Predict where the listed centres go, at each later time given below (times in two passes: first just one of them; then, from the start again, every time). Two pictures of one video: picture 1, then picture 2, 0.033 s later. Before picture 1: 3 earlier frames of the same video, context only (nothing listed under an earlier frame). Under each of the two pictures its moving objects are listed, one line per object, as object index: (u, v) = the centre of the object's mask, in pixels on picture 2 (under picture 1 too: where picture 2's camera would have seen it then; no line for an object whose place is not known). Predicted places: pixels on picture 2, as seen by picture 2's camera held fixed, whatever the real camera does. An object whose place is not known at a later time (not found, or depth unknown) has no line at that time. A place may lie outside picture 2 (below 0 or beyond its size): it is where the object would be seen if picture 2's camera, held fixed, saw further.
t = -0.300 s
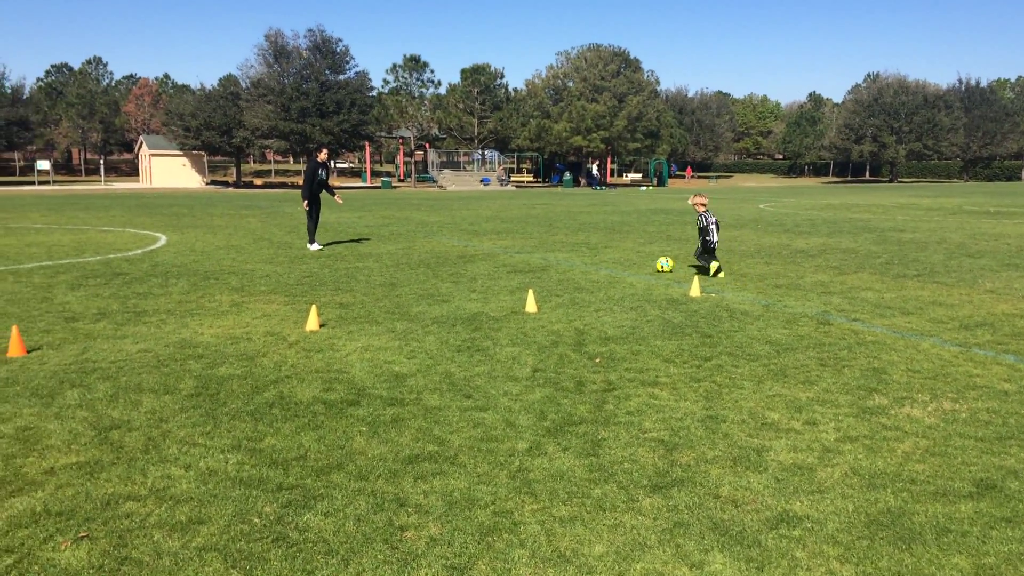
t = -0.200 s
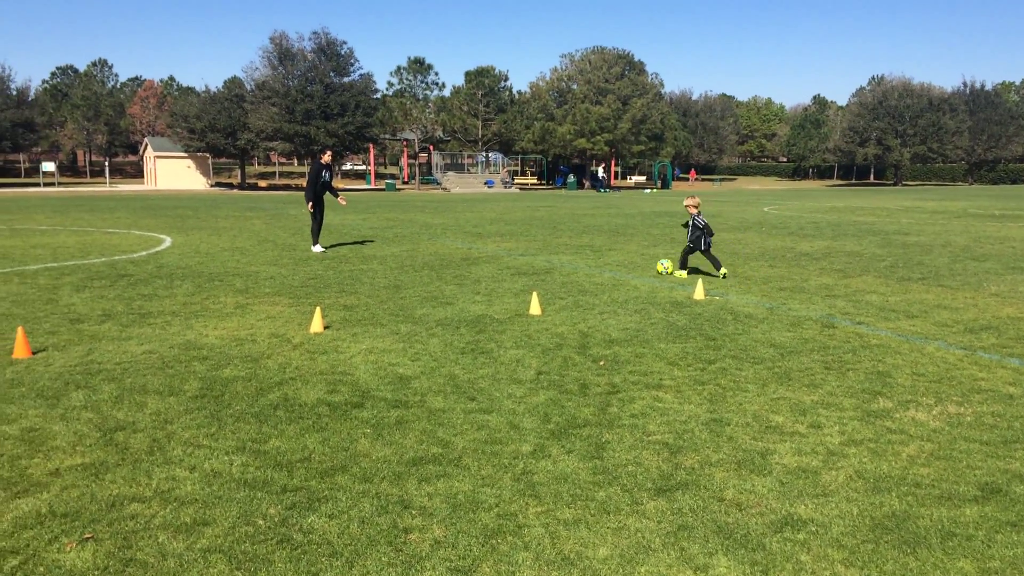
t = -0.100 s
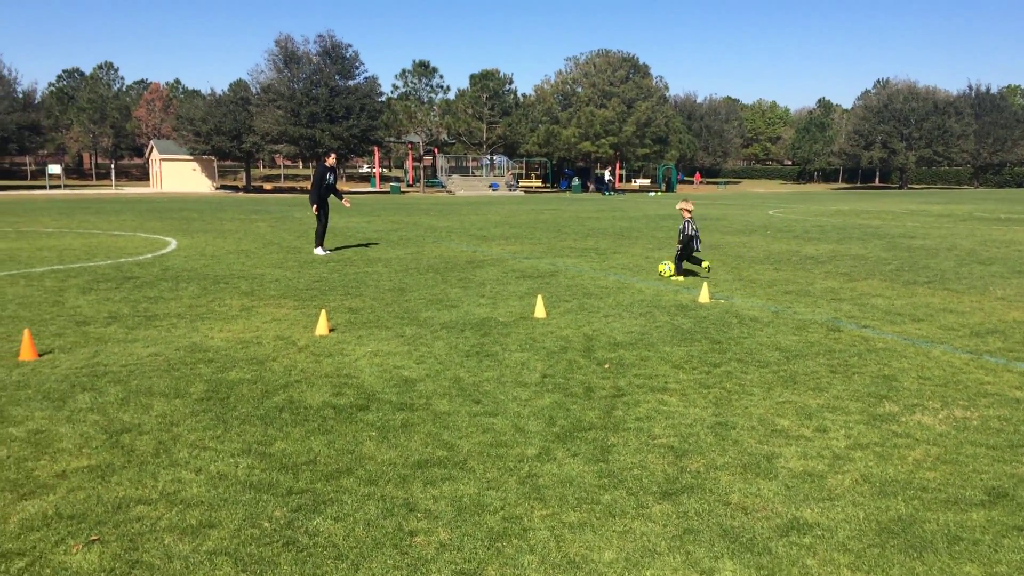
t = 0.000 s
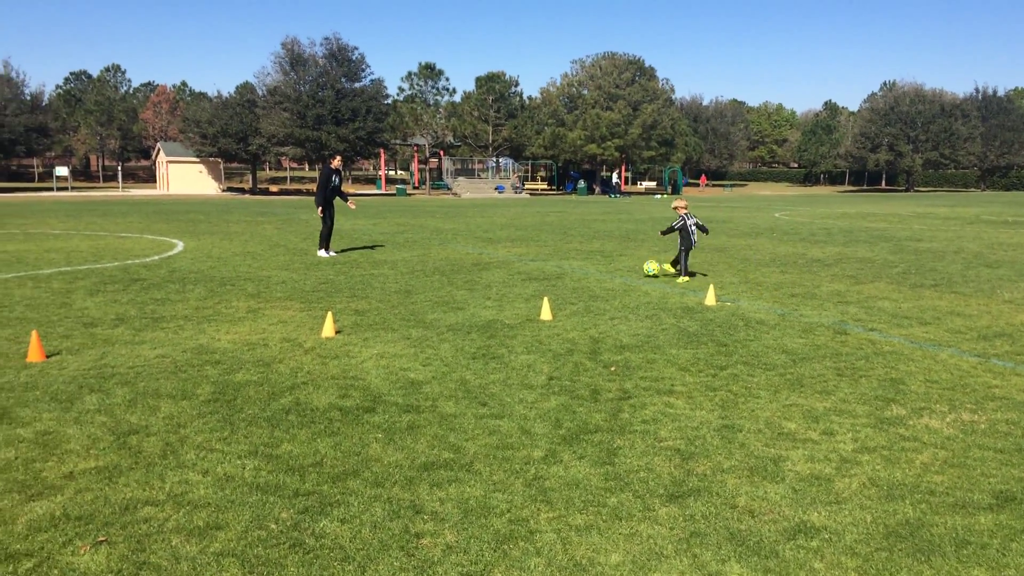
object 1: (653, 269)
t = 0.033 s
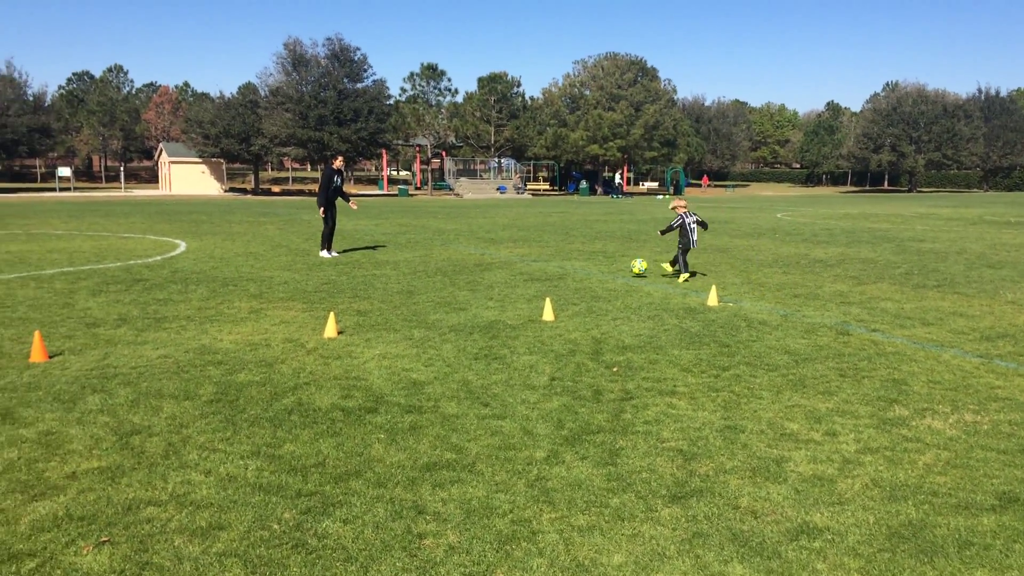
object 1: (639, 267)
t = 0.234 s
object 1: (556, 269)
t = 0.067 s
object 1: (624, 265)
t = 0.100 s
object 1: (610, 266)
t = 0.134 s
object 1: (595, 266)
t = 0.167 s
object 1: (581, 267)
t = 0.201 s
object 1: (568, 269)
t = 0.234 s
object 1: (556, 269)
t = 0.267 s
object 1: (548, 268)
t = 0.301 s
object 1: (540, 265)
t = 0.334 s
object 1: (532, 265)
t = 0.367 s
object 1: (524, 265)
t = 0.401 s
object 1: (516, 266)
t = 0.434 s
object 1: (508, 268)
